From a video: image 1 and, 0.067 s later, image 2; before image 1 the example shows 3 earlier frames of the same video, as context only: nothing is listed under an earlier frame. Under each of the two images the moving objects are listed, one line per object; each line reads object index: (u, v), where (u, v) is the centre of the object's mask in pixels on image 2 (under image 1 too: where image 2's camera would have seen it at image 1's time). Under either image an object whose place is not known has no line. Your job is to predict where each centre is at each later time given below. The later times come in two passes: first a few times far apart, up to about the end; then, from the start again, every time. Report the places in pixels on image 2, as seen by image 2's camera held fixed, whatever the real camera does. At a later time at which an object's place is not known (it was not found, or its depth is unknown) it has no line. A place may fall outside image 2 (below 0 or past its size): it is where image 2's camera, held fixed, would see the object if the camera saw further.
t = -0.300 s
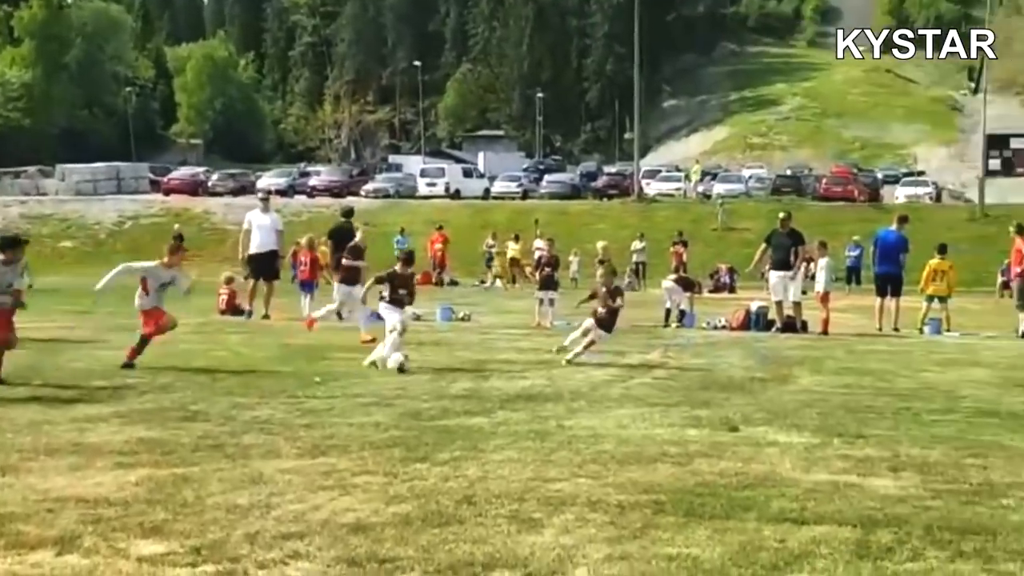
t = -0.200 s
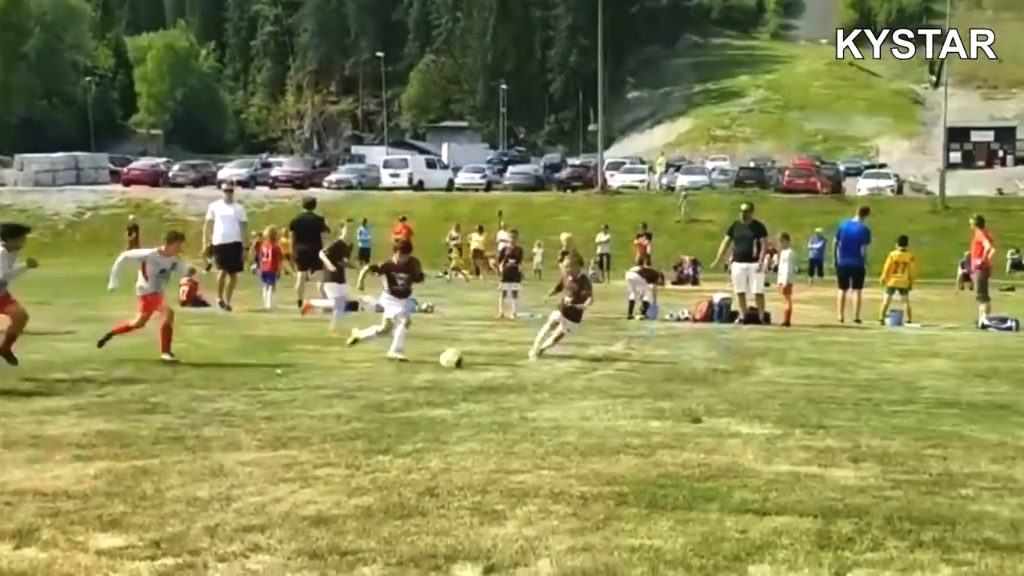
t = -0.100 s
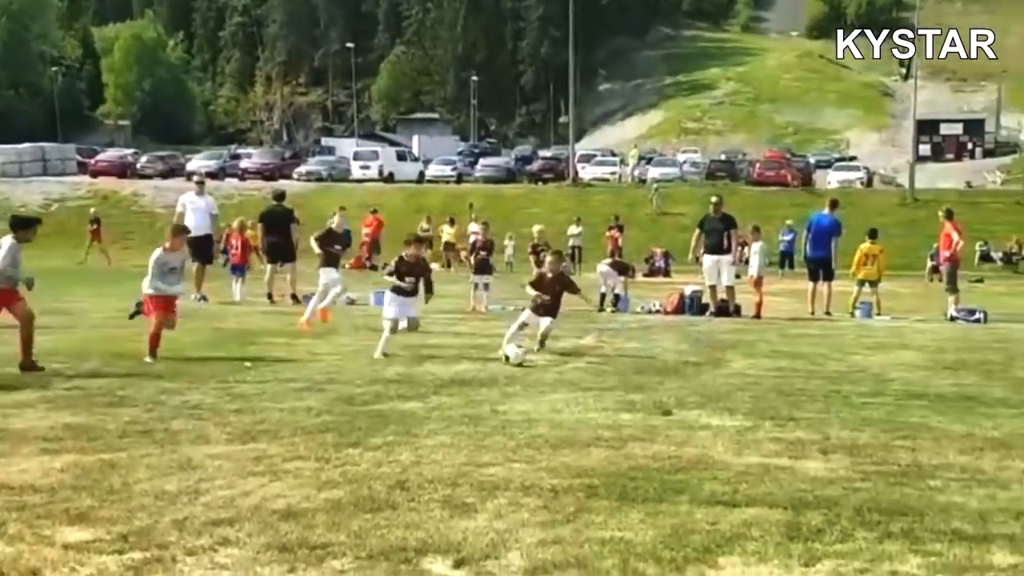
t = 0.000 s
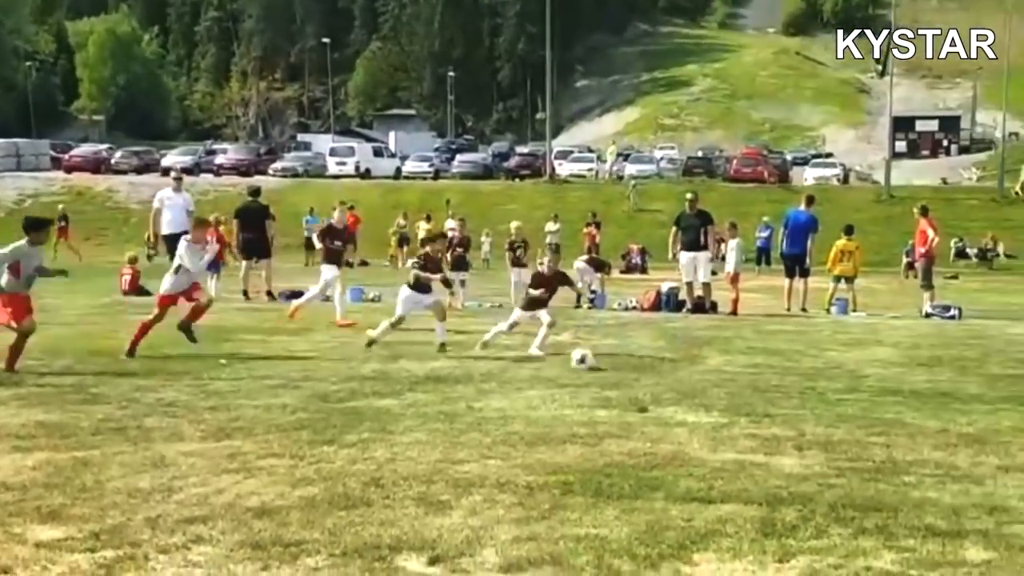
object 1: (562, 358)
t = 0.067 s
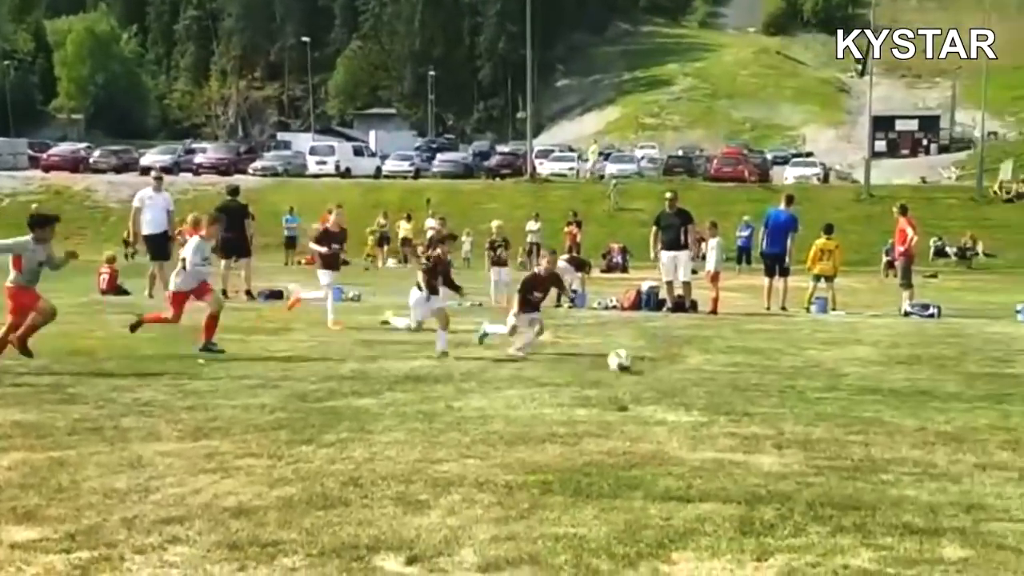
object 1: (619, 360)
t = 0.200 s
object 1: (729, 368)
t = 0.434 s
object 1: (902, 380)
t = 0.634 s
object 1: (1035, 388)
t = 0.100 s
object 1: (647, 363)
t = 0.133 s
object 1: (676, 365)
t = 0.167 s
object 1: (702, 367)
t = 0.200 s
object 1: (729, 368)
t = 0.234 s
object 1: (756, 370)
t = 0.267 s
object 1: (782, 372)
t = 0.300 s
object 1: (808, 376)
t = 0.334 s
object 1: (833, 376)
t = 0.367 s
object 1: (857, 378)
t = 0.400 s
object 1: (879, 378)
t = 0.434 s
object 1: (902, 380)
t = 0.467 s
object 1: (925, 381)
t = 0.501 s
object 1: (948, 383)
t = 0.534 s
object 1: (970, 385)
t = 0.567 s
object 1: (992, 387)
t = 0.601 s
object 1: (1013, 388)
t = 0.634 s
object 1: (1035, 388)
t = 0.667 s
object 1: (1057, 388)
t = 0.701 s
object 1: (1078, 388)
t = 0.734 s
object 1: (1099, 390)
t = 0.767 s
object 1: (1121, 394)
